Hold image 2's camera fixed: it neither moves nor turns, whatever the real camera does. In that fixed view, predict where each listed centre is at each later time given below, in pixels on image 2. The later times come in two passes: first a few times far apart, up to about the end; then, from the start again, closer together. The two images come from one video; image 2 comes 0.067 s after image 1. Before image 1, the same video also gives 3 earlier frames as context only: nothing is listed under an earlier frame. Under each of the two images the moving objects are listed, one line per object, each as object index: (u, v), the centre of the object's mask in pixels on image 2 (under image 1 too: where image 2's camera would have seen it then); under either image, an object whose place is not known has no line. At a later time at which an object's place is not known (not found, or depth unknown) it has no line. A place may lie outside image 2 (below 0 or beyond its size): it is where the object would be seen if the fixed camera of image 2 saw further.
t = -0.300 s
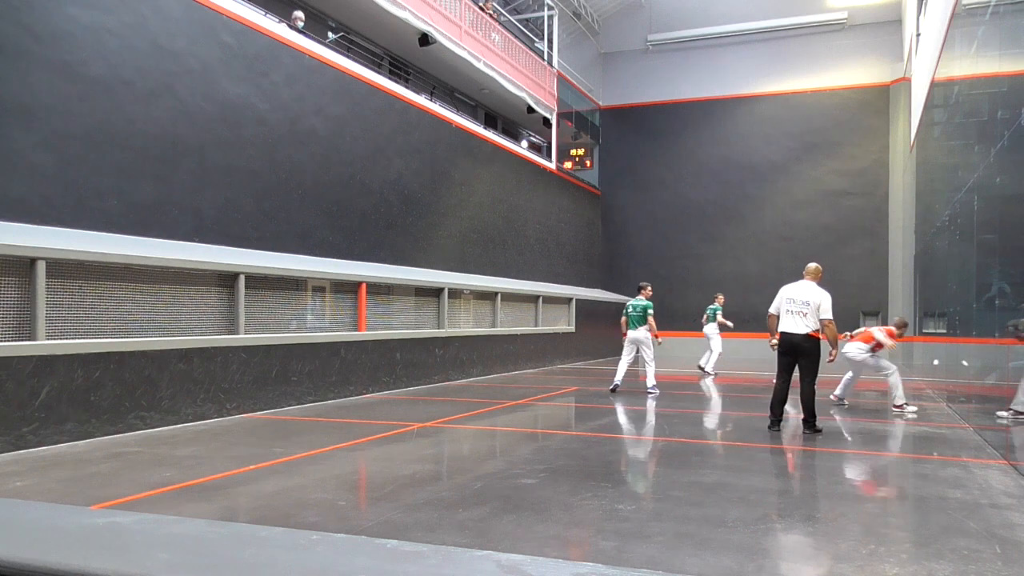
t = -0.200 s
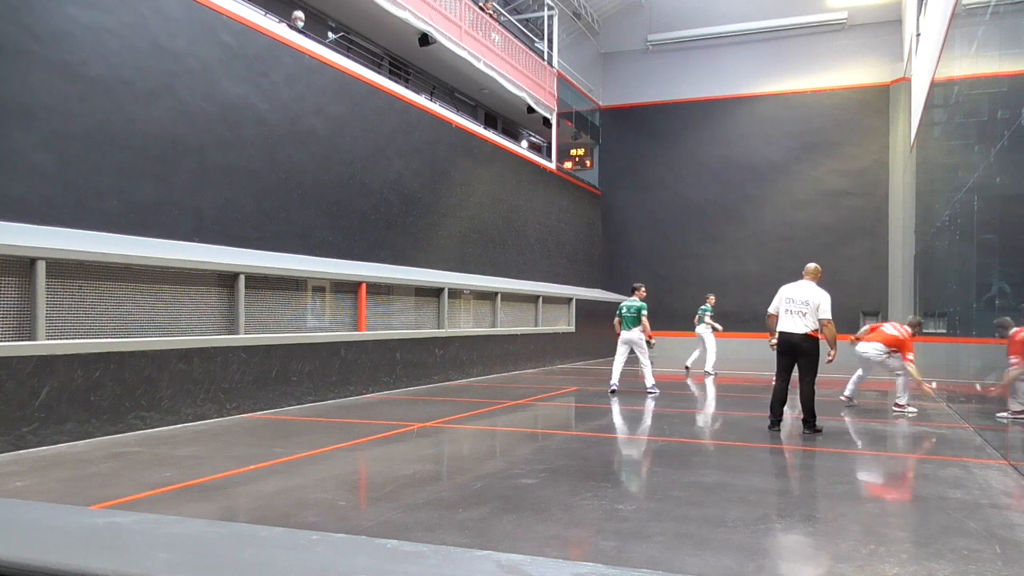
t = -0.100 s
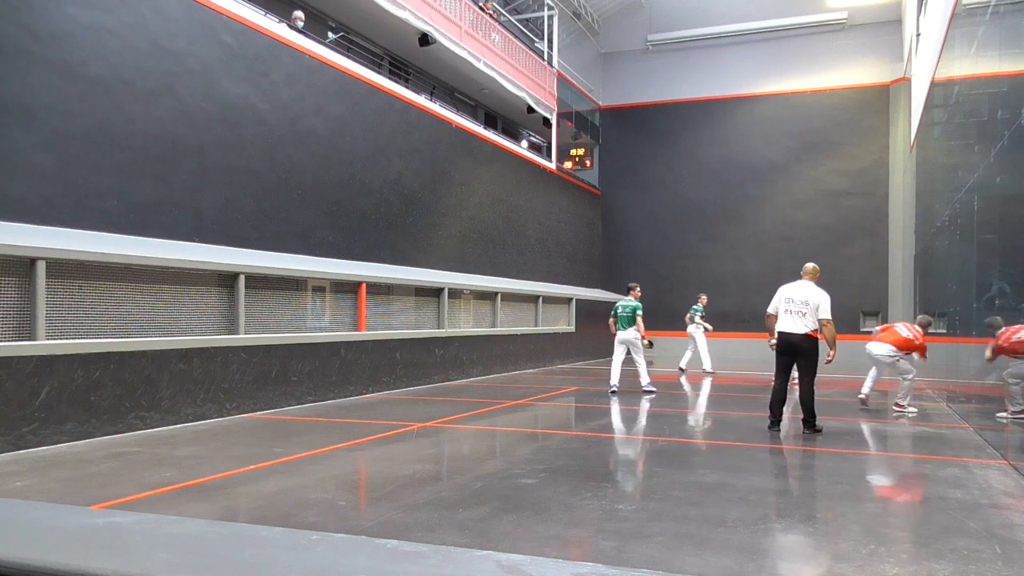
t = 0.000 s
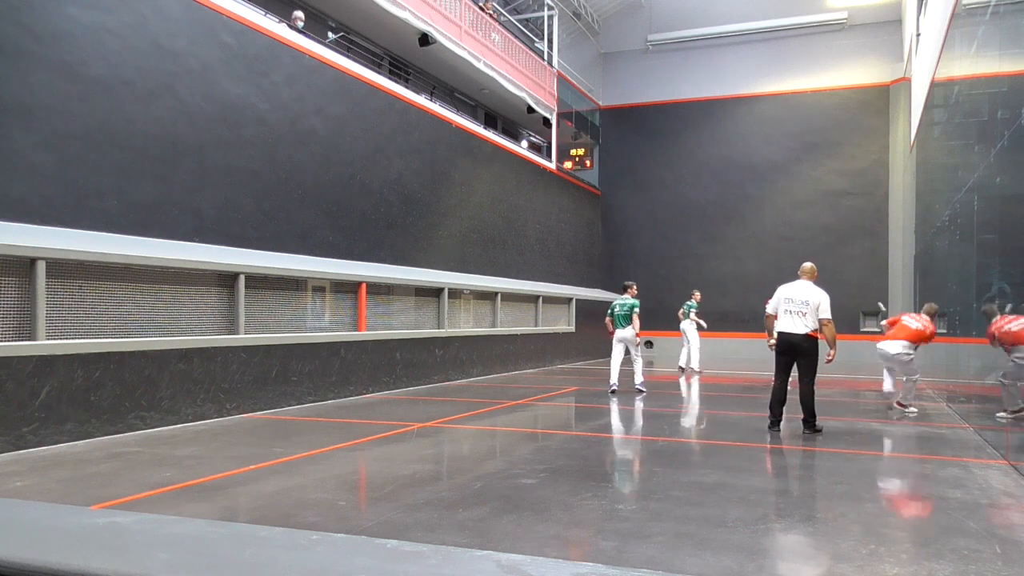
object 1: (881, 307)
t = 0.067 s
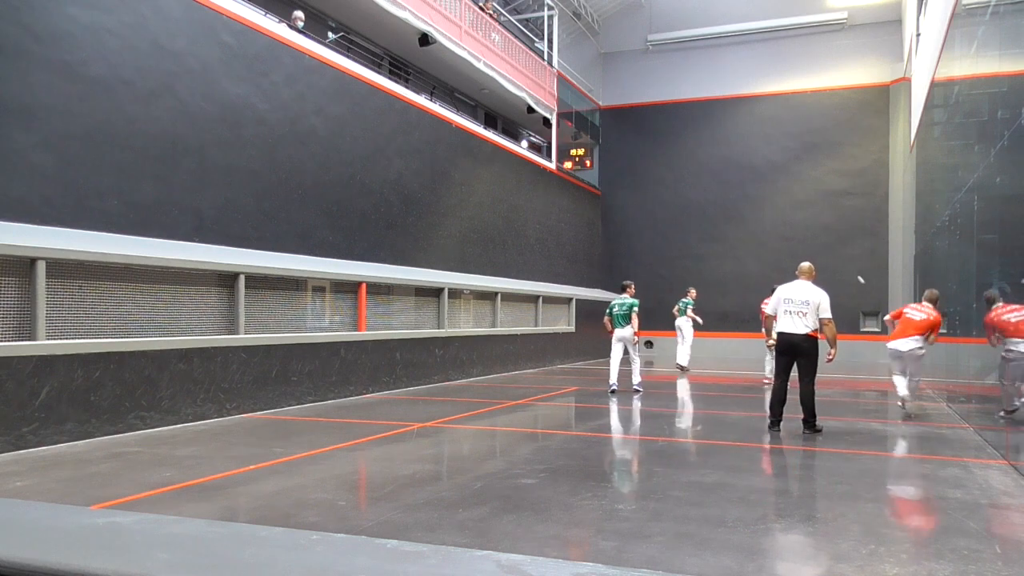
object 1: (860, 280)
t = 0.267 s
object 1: (819, 242)
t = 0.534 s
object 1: (781, 232)
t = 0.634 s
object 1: (770, 237)
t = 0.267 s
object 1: (819, 242)
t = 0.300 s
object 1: (815, 240)
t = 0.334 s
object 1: (809, 236)
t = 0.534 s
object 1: (781, 232)
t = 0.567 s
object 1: (777, 234)
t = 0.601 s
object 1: (774, 235)
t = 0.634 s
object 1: (770, 237)
